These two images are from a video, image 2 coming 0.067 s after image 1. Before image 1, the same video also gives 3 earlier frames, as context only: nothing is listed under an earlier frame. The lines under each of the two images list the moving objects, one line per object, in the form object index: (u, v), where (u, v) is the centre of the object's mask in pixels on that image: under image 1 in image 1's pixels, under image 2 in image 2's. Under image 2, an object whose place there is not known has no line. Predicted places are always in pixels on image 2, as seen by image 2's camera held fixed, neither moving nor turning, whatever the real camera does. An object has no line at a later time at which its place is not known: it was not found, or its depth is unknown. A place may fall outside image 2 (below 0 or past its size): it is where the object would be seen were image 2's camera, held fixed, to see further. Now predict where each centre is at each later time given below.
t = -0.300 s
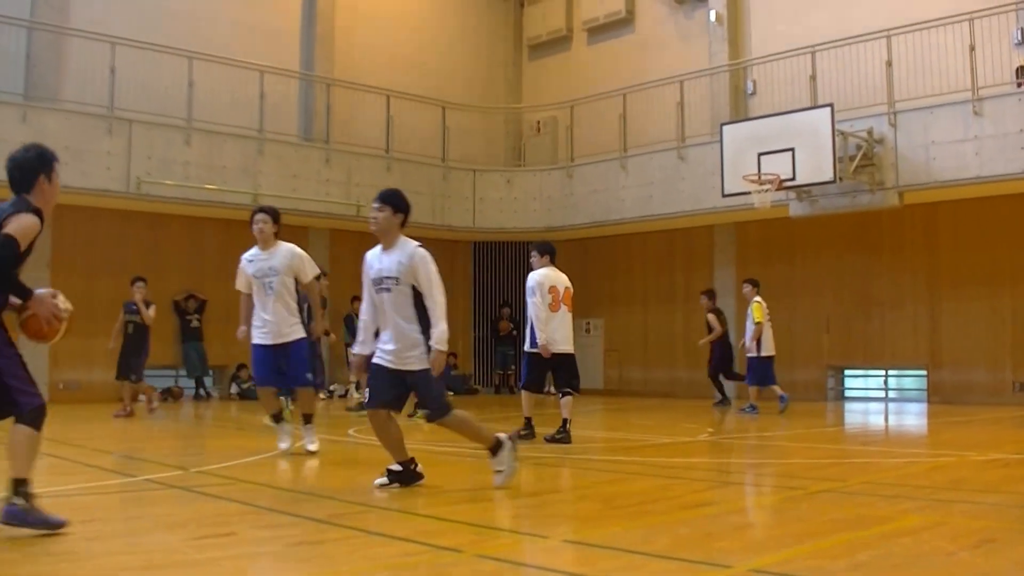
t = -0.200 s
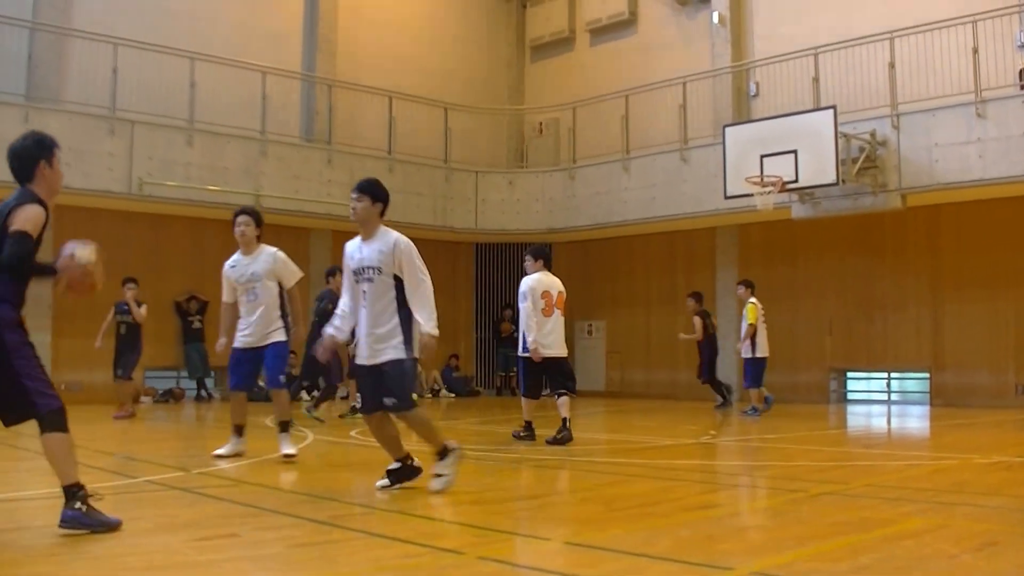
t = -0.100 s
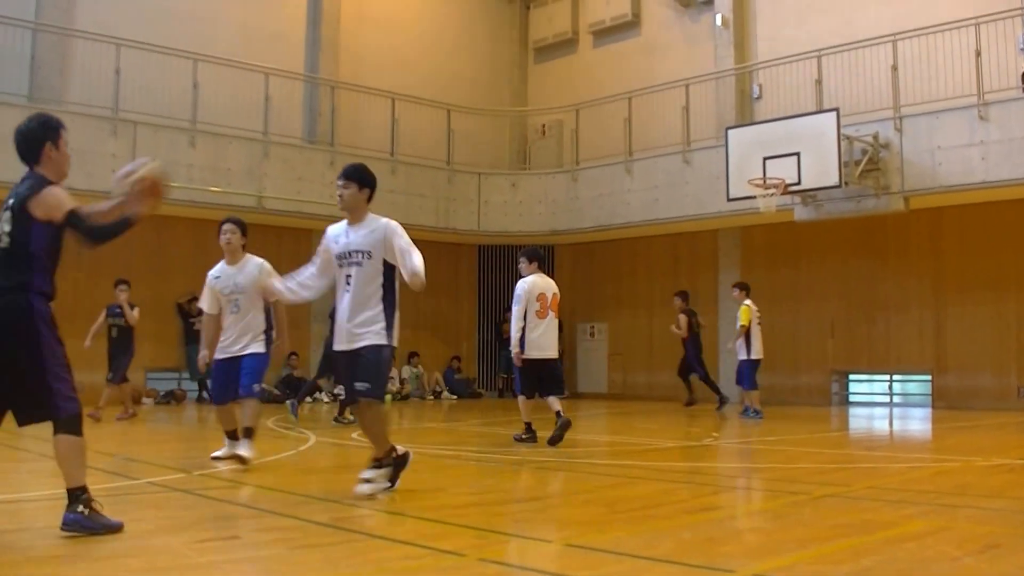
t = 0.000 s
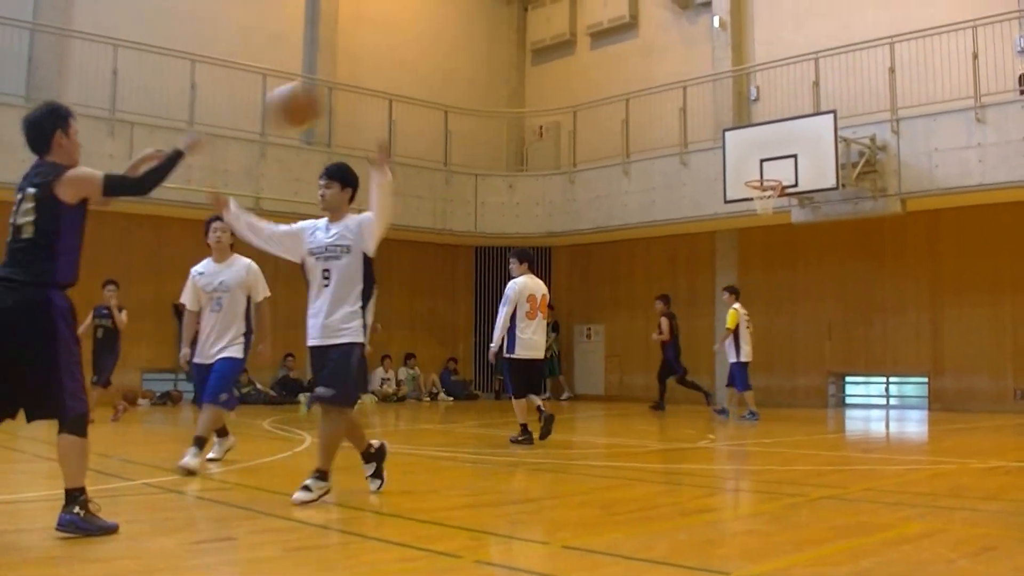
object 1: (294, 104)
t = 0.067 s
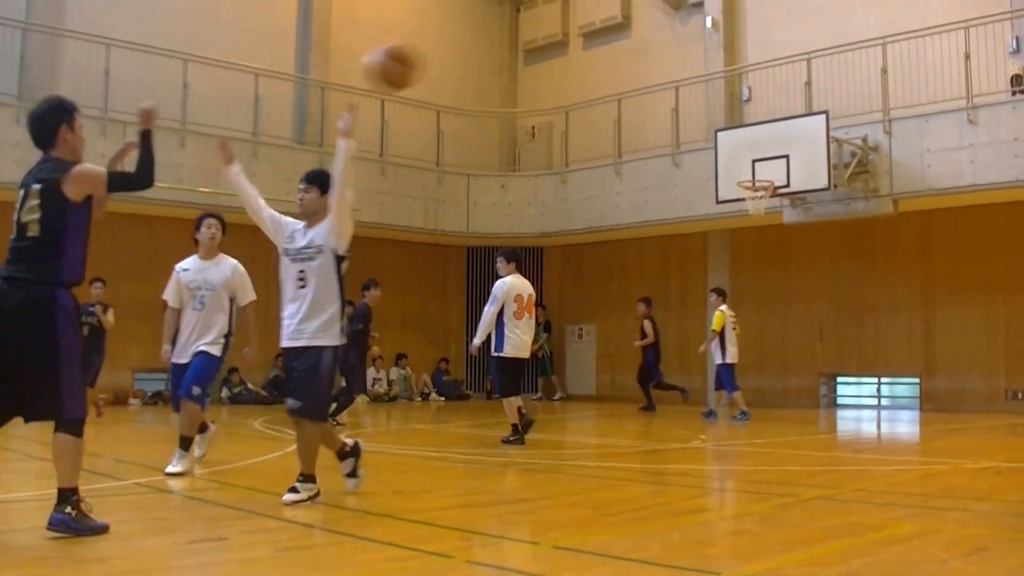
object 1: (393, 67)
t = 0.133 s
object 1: (483, 38)
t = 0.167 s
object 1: (525, 27)
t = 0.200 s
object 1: (564, 22)
